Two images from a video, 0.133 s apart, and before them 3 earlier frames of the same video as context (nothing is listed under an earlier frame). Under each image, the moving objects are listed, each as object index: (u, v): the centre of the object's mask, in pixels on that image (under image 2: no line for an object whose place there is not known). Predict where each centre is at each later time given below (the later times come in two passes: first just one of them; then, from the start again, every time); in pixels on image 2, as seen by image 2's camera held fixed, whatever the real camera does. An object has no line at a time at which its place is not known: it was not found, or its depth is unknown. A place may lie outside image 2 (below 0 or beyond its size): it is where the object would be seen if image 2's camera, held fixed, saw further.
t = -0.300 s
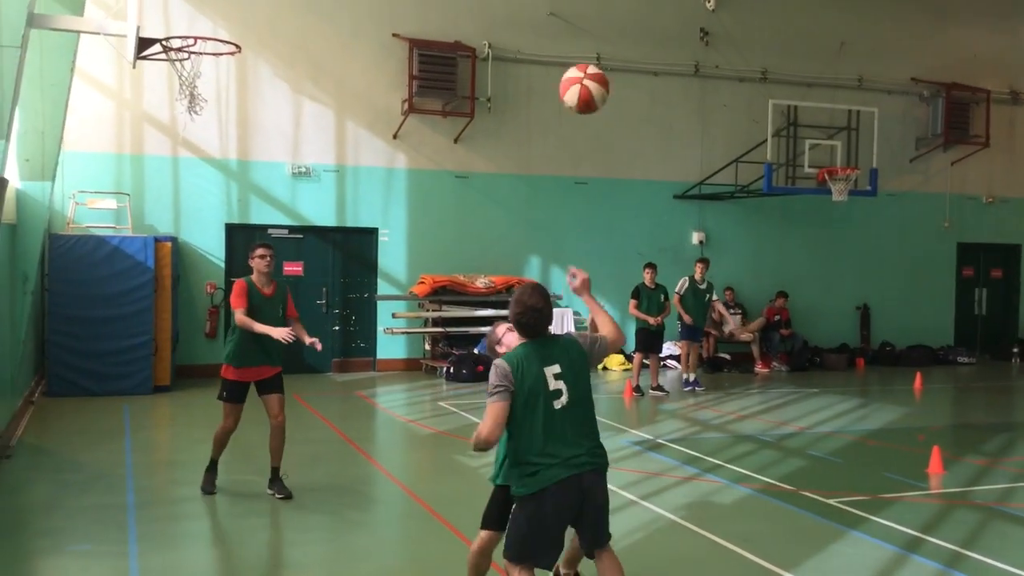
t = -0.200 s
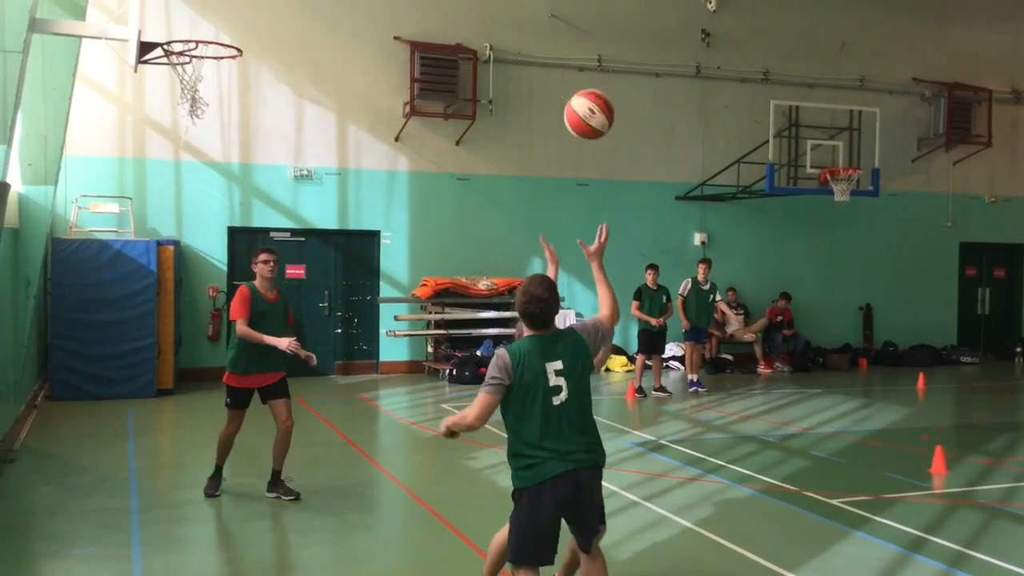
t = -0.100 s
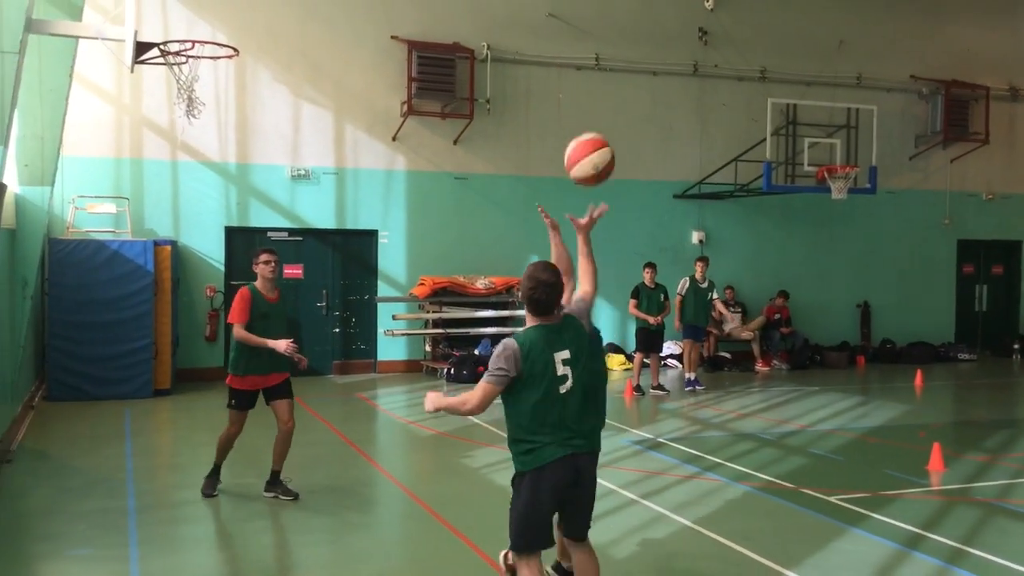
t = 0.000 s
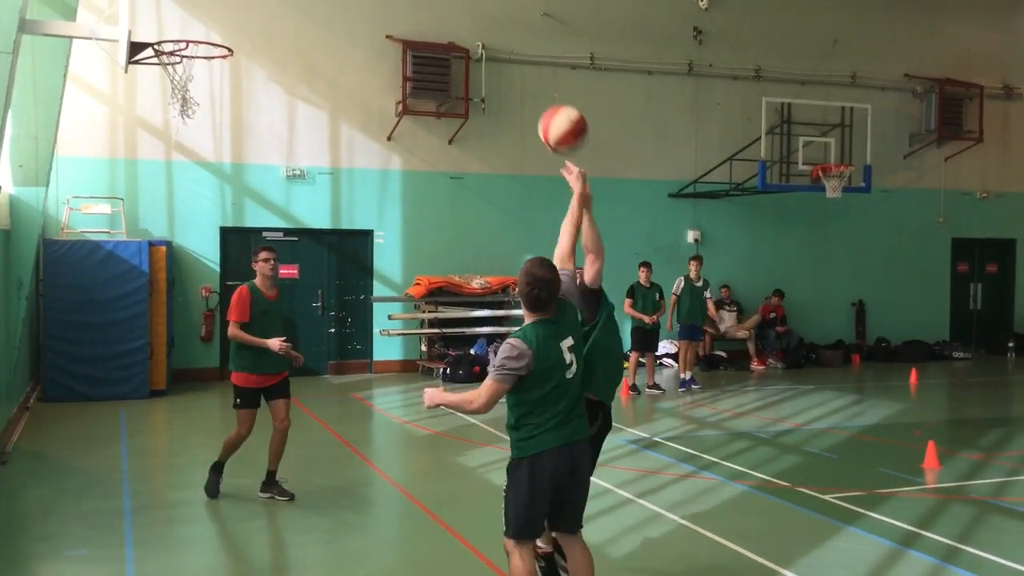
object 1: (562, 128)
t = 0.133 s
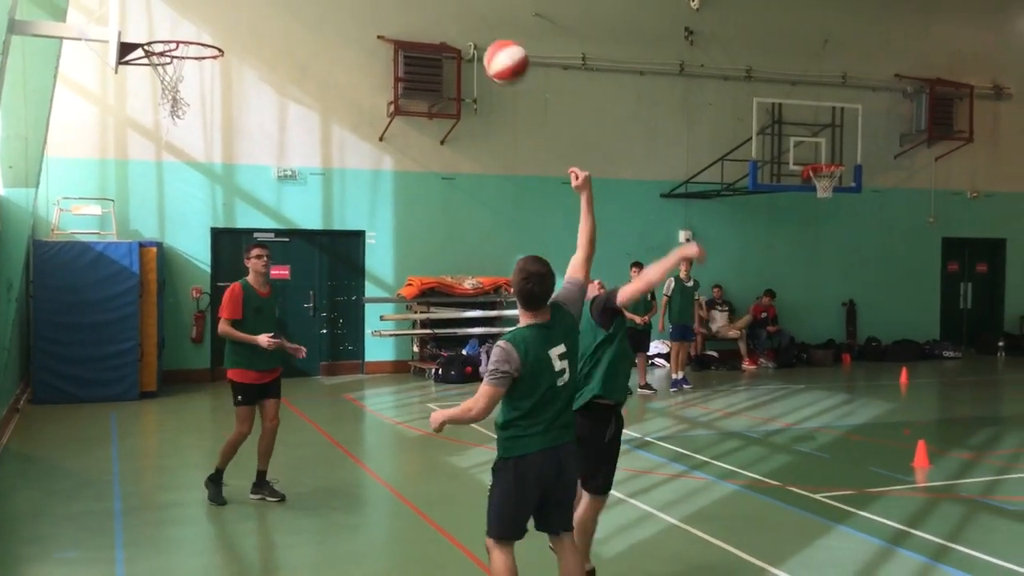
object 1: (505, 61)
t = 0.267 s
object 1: (466, 36)
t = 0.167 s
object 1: (495, 51)
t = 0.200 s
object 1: (485, 44)
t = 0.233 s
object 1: (476, 39)
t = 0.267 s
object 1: (466, 36)
